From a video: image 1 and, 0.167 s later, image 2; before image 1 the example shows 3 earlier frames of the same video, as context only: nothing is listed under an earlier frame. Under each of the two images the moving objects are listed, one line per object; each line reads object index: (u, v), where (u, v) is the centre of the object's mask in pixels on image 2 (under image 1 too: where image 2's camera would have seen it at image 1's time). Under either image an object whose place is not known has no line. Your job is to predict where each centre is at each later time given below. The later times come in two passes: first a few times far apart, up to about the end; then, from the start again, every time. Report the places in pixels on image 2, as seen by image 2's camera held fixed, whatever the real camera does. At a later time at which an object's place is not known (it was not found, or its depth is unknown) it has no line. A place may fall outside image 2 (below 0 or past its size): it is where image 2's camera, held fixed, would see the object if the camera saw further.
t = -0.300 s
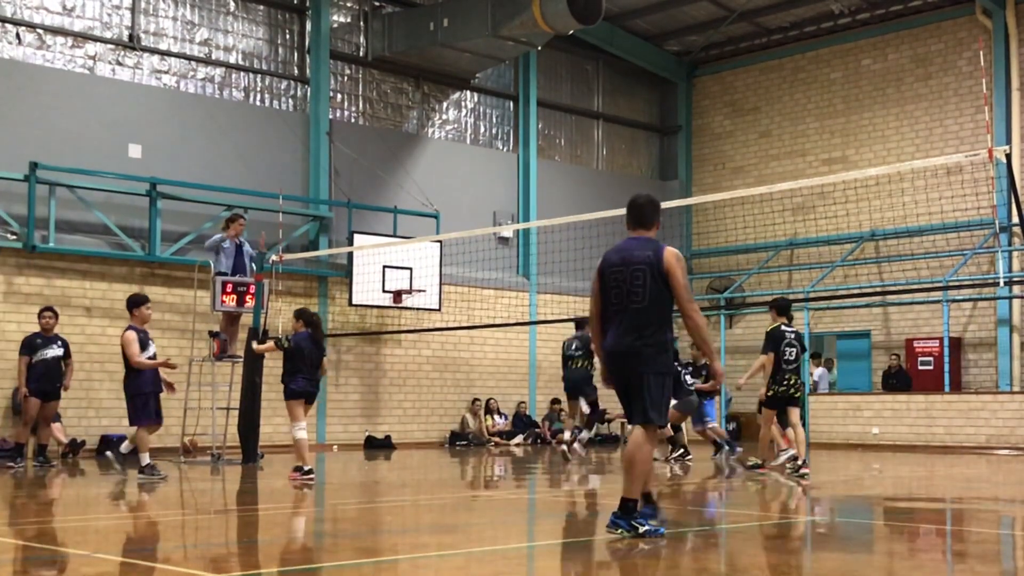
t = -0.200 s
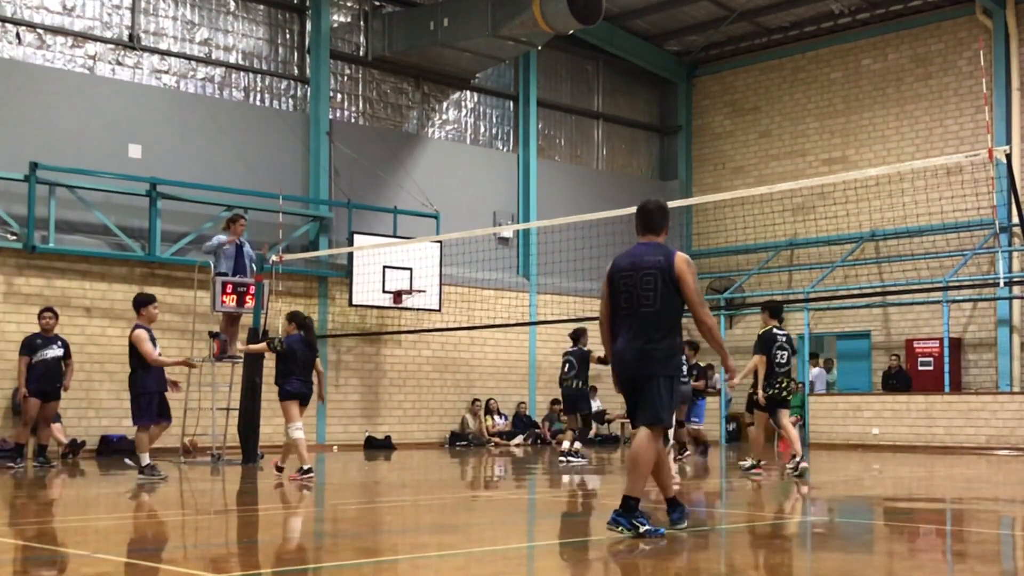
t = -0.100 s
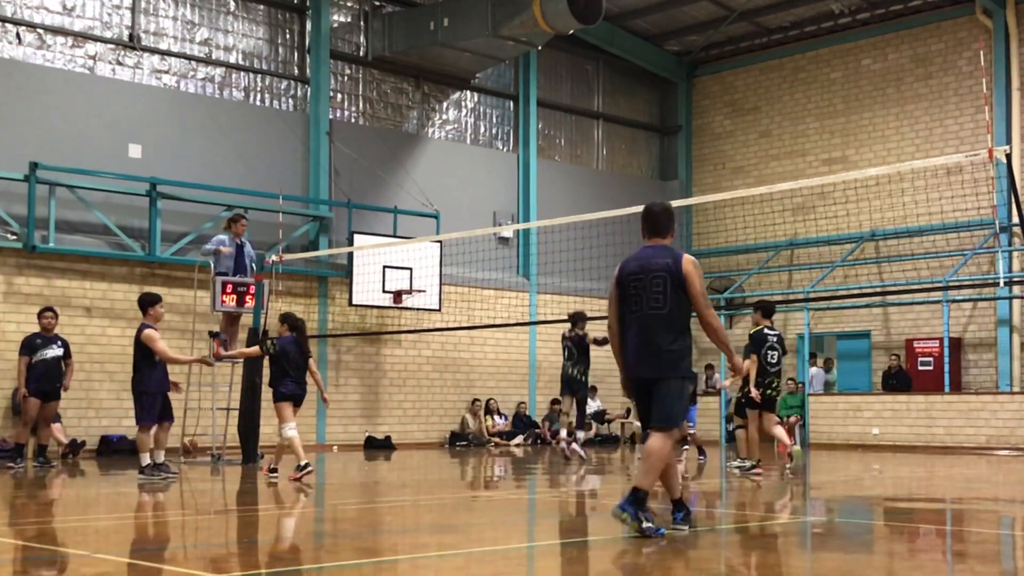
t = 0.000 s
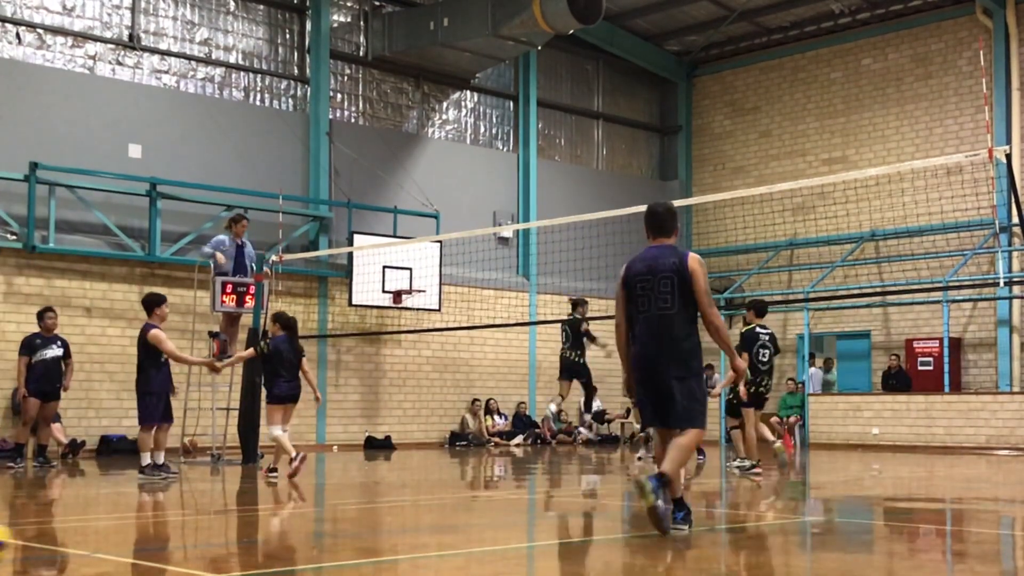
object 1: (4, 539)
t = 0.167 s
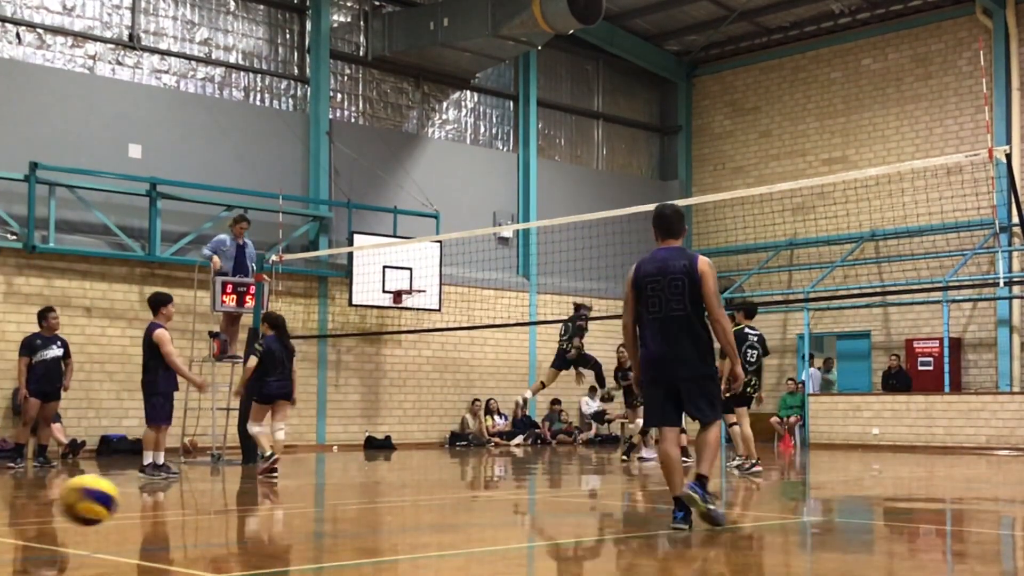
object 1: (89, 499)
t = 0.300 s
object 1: (167, 512)
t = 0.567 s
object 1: (310, 503)
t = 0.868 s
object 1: (447, 502)
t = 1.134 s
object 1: (553, 500)
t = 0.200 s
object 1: (110, 499)
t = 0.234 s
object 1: (128, 502)
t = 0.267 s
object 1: (147, 506)
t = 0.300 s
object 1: (167, 512)
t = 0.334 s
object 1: (186, 523)
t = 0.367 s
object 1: (208, 532)
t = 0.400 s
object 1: (228, 523)
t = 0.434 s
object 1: (242, 514)
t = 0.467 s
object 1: (263, 507)
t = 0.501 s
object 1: (275, 504)
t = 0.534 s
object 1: (292, 501)
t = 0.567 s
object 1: (310, 503)
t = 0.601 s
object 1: (326, 506)
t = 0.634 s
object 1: (342, 511)
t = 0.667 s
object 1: (360, 520)
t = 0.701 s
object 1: (375, 520)
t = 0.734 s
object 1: (391, 512)
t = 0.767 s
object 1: (404, 507)
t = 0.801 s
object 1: (419, 502)
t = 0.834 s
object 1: (433, 501)
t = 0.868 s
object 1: (447, 502)
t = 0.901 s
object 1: (461, 504)
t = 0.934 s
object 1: (477, 510)
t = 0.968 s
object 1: (489, 518)
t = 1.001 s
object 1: (503, 511)
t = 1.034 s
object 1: (515, 505)
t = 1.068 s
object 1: (527, 501)
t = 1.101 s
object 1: (540, 499)
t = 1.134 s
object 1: (553, 500)
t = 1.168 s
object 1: (564, 502)
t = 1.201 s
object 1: (577, 506)
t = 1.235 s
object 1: (589, 511)
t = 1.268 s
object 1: (600, 505)
